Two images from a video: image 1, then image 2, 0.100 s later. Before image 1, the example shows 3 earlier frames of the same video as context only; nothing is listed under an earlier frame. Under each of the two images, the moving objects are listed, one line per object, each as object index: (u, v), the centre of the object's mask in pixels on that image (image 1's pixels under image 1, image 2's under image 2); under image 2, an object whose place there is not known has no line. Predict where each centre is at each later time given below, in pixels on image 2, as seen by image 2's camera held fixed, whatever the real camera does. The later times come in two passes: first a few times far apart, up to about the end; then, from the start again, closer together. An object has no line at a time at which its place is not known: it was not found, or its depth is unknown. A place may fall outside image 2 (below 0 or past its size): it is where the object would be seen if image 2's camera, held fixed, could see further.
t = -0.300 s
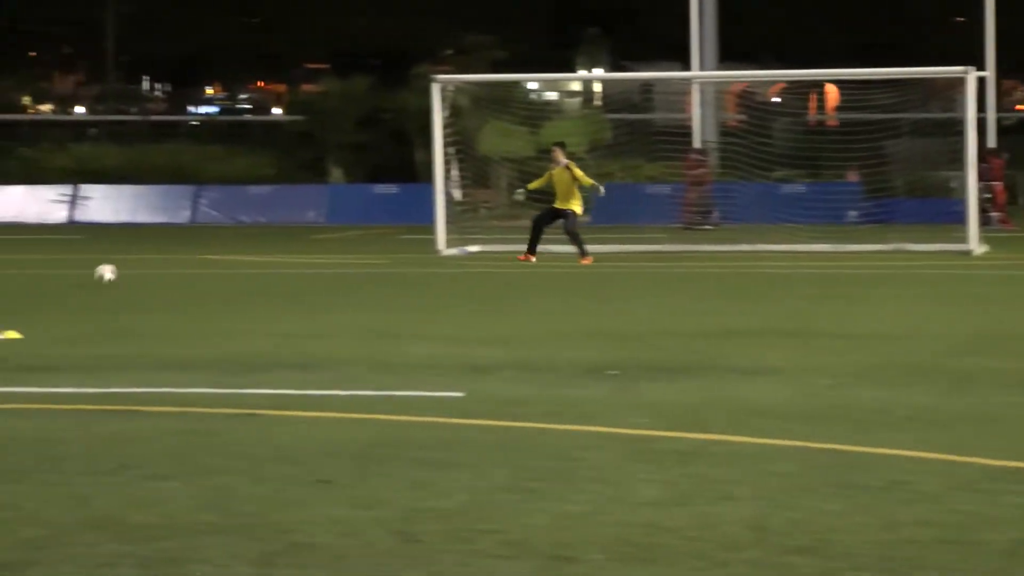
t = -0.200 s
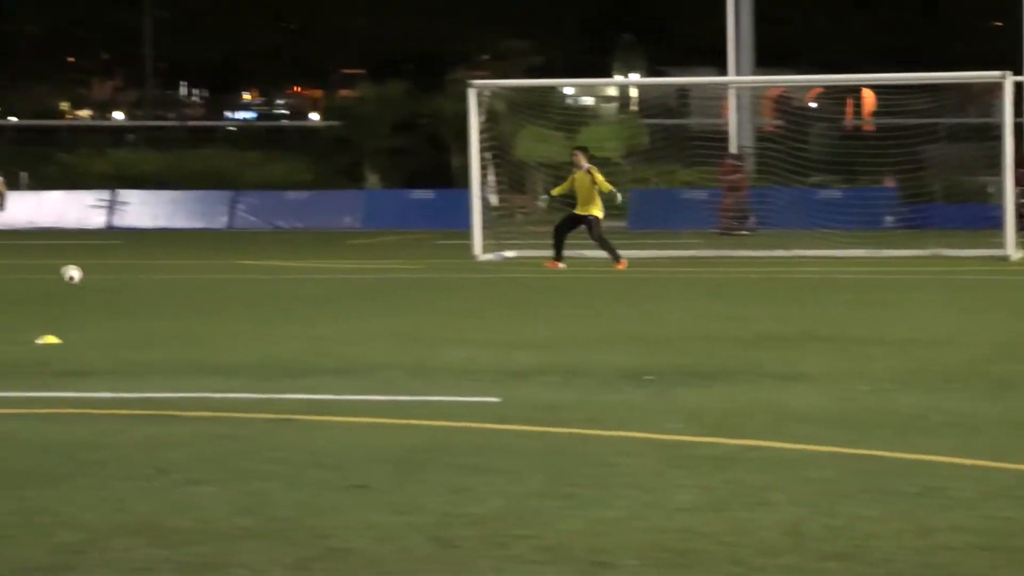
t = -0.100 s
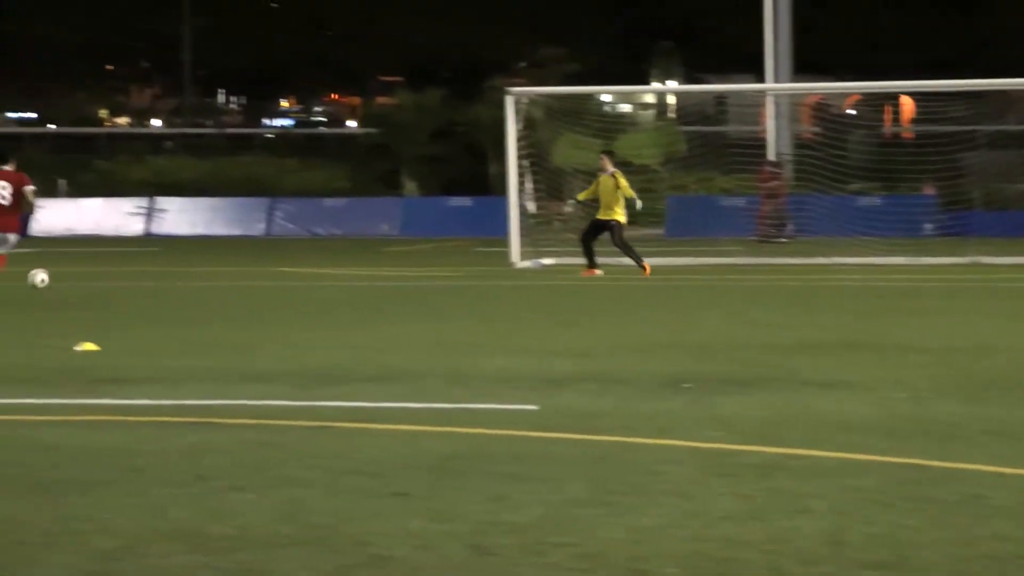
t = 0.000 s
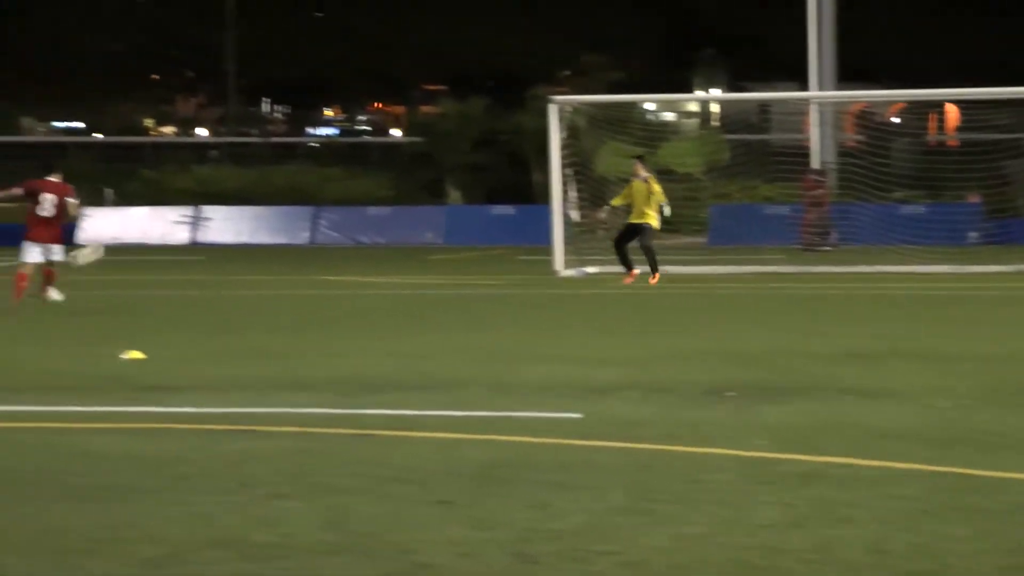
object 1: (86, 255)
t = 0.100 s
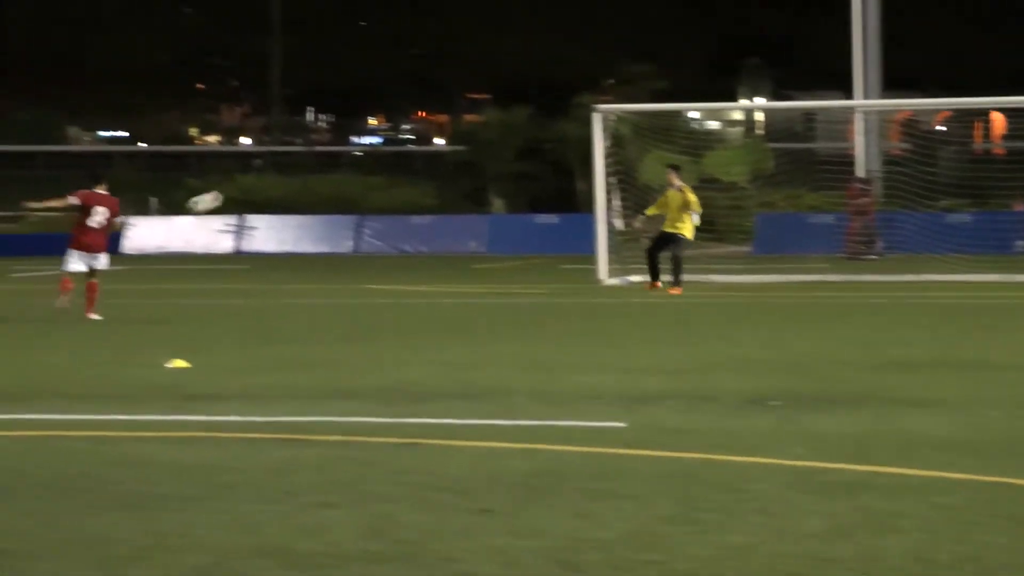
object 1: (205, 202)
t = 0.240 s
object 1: (302, 135)
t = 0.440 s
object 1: (427, 72)
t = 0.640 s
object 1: (541, 42)
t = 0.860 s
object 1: (656, 44)
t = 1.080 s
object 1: (760, 76)
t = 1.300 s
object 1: (805, 119)
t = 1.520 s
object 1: (799, 181)
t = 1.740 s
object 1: (794, 286)
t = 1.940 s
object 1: (788, 220)
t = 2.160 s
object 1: (780, 179)
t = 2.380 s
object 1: (773, 179)
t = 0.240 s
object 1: (302, 135)
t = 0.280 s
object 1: (327, 119)
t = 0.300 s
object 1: (339, 112)
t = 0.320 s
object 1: (352, 105)
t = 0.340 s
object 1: (365, 99)
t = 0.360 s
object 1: (378, 92)
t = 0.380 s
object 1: (391, 86)
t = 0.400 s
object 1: (402, 81)
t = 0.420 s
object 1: (414, 76)
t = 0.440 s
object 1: (427, 72)
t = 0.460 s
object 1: (439, 67)
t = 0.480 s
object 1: (451, 63)
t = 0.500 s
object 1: (462, 59)
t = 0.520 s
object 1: (474, 56)
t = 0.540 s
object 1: (485, 53)
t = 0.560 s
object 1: (496, 50)
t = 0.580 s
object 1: (508, 48)
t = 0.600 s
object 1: (519, 46)
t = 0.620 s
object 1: (530, 44)
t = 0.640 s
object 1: (541, 42)
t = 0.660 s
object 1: (552, 41)
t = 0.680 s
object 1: (563, 40)
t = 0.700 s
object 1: (573, 39)
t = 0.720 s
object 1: (584, 38)
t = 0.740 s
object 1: (594, 38)
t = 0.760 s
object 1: (605, 39)
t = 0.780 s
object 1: (615, 39)
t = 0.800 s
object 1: (626, 40)
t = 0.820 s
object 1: (635, 41)
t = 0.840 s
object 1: (646, 42)
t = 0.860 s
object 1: (656, 44)
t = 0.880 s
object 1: (665, 45)
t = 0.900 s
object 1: (675, 47)
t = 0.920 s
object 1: (685, 49)
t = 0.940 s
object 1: (694, 52)
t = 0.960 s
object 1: (704, 55)
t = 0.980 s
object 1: (714, 58)
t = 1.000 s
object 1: (723, 61)
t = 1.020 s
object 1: (732, 64)
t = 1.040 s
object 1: (741, 68)
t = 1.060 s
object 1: (750, 72)
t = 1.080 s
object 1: (760, 76)
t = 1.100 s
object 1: (769, 80)
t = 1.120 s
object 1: (779, 85)
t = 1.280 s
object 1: (806, 115)
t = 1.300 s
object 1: (805, 119)
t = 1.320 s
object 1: (804, 123)
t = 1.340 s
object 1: (804, 128)
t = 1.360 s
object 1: (803, 133)
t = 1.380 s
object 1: (803, 137)
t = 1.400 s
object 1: (803, 142)
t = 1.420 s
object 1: (802, 148)
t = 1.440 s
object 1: (801, 154)
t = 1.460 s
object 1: (801, 160)
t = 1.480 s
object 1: (800, 168)
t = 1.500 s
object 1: (800, 174)
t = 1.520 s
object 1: (799, 181)
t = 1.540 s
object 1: (799, 189)
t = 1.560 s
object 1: (798, 197)
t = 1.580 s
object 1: (798, 206)
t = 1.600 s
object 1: (797, 215)
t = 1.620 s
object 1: (796, 224)
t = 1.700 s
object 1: (795, 264)
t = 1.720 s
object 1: (795, 275)
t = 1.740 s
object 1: (794, 286)
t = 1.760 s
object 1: (793, 282)
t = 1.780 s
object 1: (793, 271)
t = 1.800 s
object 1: (792, 264)
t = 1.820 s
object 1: (791, 256)
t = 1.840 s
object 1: (790, 249)
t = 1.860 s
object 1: (790, 243)
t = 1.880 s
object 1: (789, 237)
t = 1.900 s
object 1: (788, 231)
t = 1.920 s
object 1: (788, 225)
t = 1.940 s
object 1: (788, 220)
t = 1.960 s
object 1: (786, 214)
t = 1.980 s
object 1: (786, 209)
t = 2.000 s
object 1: (785, 204)
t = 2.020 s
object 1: (785, 200)
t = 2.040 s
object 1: (784, 196)
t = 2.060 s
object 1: (784, 192)
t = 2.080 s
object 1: (783, 189)
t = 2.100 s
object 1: (782, 186)
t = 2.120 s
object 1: (781, 183)
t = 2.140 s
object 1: (782, 181)
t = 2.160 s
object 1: (780, 179)
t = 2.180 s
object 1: (779, 178)
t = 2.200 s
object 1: (779, 177)
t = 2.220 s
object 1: (778, 175)
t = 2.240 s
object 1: (777, 174)
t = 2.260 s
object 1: (777, 174)
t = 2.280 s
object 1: (777, 174)
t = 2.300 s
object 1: (776, 174)
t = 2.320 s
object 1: (775, 175)
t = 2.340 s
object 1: (775, 176)
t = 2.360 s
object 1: (774, 177)
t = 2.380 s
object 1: (773, 179)
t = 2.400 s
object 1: (773, 181)
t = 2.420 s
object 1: (772, 183)
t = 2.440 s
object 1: (772, 186)
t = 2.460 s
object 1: (771, 189)
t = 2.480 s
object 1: (770, 193)
